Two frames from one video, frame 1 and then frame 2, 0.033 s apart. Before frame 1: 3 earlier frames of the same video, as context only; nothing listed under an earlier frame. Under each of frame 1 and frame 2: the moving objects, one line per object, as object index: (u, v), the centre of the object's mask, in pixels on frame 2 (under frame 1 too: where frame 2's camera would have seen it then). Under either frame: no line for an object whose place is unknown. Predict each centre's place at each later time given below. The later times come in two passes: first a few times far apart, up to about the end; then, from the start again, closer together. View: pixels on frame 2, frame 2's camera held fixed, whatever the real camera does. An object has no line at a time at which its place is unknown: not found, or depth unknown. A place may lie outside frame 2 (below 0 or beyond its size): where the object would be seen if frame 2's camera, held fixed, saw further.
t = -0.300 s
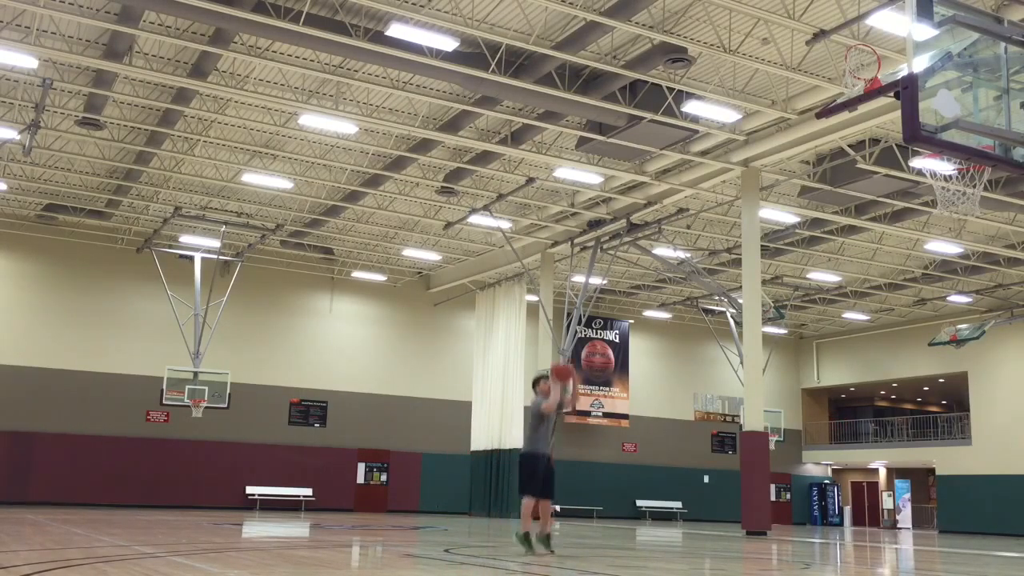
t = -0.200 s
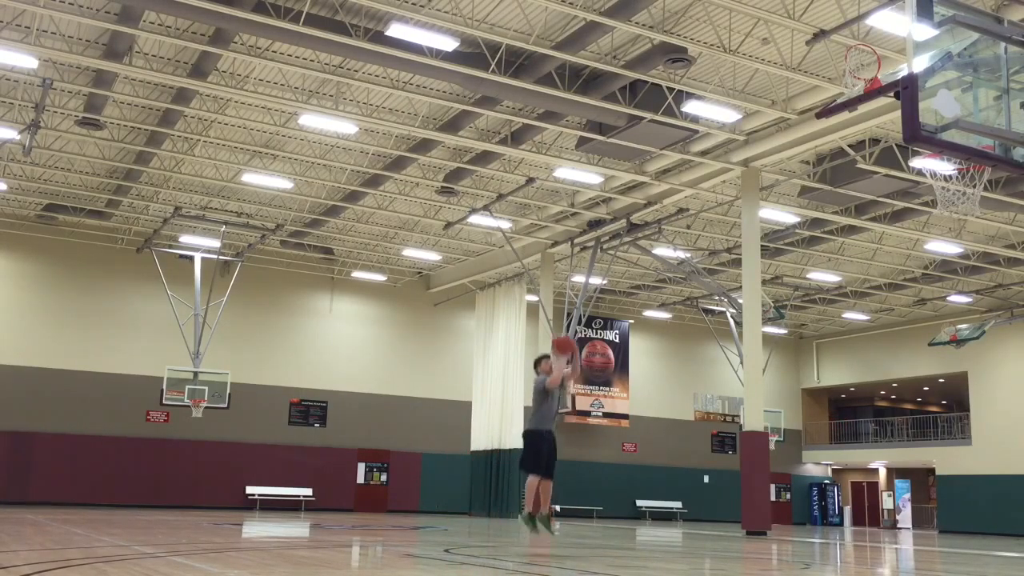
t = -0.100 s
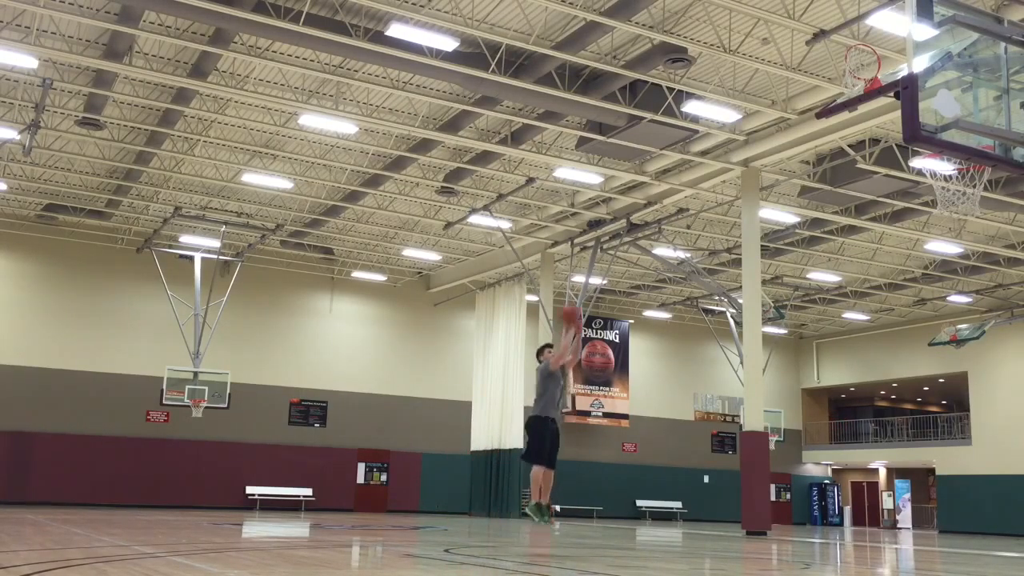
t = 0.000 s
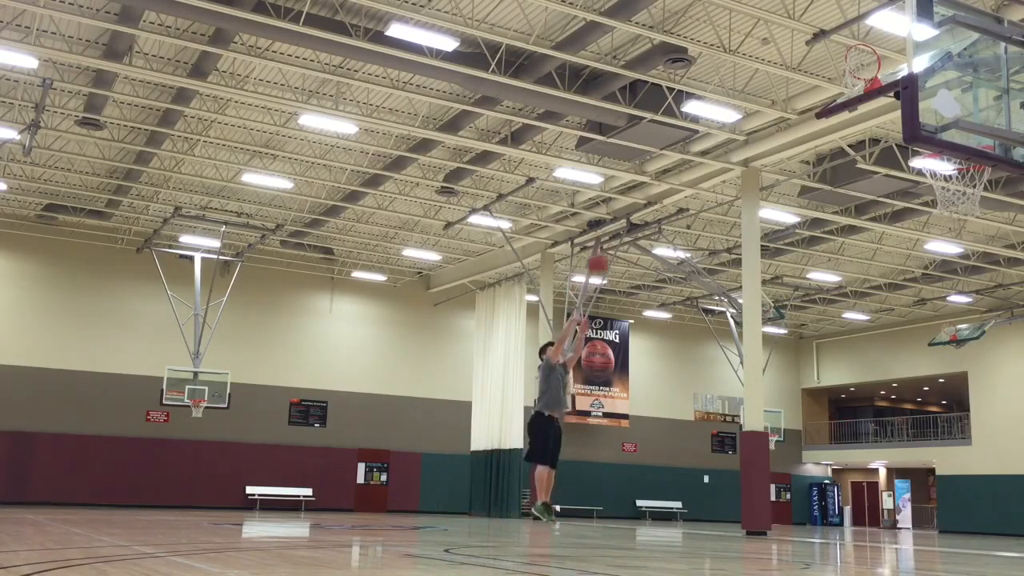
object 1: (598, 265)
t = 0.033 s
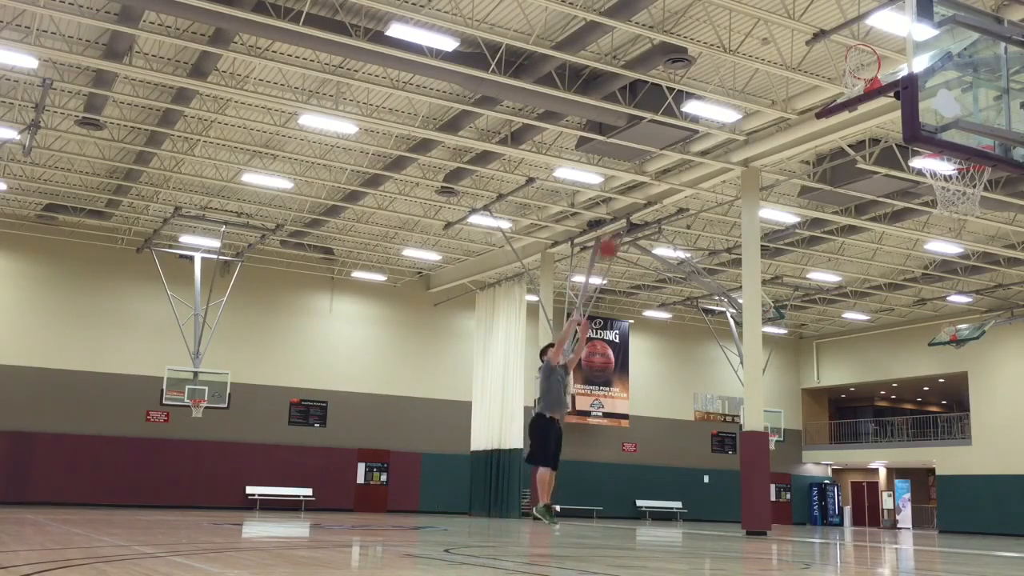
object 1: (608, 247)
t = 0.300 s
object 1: (693, 149)
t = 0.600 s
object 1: (808, 109)
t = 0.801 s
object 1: (896, 138)
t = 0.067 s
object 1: (618, 231)
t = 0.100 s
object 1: (628, 217)
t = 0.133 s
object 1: (639, 203)
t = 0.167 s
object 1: (650, 192)
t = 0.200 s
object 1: (660, 179)
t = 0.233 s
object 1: (671, 169)
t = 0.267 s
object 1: (682, 159)
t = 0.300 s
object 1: (693, 149)
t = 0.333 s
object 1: (705, 141)
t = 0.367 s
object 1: (717, 134)
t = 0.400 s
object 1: (730, 128)
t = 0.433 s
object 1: (742, 122)
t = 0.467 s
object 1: (755, 116)
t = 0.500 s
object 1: (768, 114)
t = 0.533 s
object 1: (780, 110)
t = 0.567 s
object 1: (794, 109)
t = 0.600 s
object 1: (808, 109)
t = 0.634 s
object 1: (824, 110)
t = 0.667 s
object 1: (835, 112)
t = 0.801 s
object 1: (896, 138)
